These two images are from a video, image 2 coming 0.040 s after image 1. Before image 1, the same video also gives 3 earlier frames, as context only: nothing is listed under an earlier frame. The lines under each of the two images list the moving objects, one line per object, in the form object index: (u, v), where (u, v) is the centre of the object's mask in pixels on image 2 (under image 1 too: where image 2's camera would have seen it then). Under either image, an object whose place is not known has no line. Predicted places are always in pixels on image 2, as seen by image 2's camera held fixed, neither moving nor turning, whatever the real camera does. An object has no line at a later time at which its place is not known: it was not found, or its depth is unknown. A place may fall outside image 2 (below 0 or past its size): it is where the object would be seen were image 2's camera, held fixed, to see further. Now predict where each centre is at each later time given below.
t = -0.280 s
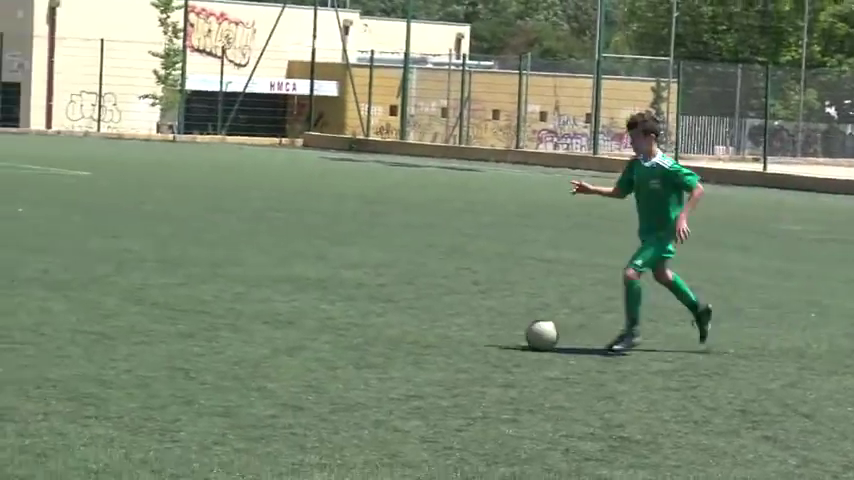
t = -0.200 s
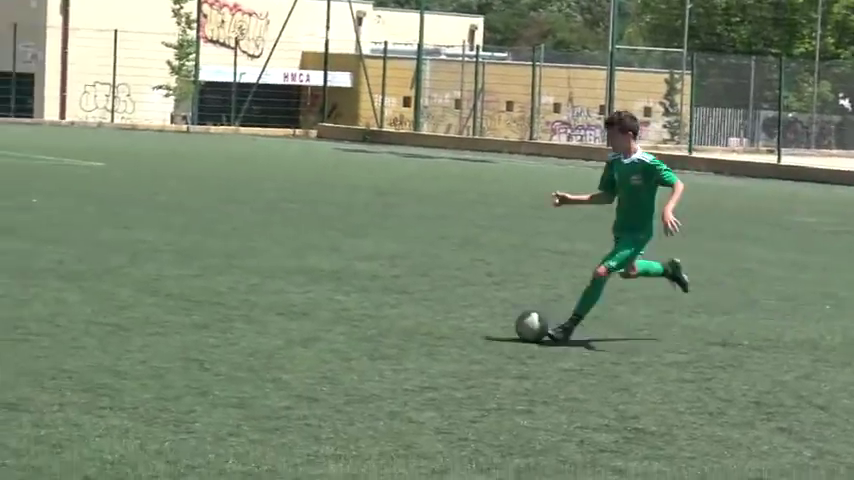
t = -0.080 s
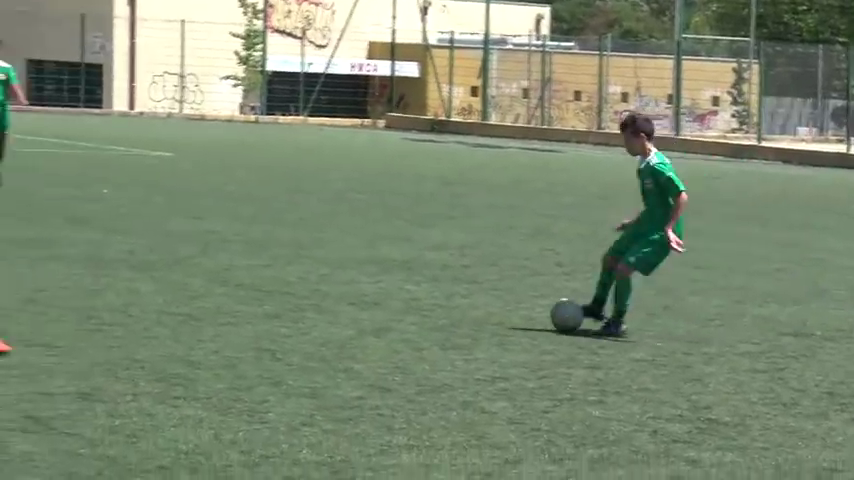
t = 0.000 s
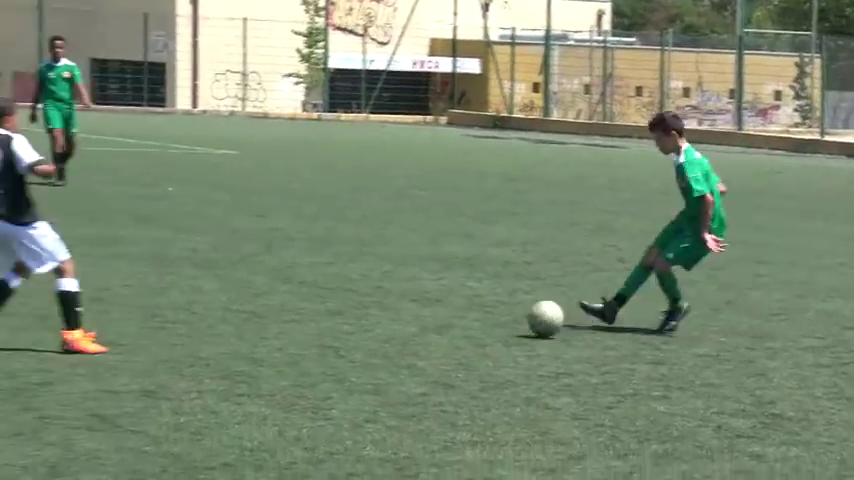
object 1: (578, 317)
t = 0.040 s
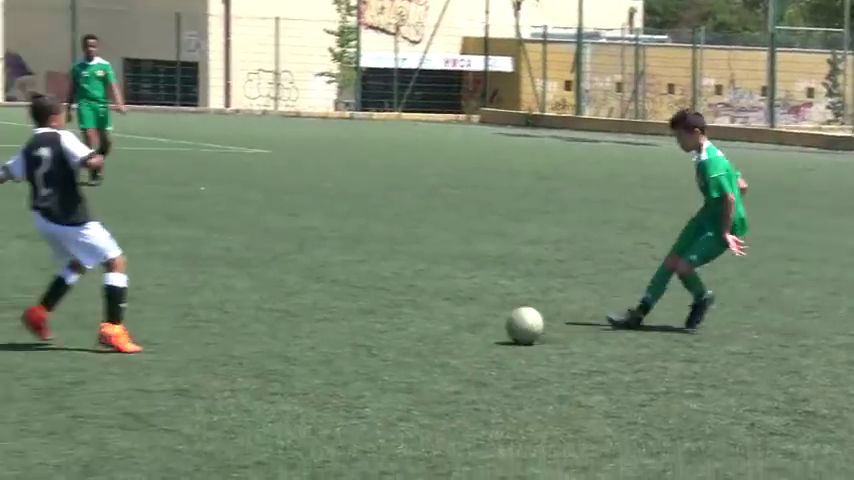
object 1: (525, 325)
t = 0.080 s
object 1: (469, 334)
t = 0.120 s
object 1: (411, 342)
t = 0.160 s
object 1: (351, 352)
